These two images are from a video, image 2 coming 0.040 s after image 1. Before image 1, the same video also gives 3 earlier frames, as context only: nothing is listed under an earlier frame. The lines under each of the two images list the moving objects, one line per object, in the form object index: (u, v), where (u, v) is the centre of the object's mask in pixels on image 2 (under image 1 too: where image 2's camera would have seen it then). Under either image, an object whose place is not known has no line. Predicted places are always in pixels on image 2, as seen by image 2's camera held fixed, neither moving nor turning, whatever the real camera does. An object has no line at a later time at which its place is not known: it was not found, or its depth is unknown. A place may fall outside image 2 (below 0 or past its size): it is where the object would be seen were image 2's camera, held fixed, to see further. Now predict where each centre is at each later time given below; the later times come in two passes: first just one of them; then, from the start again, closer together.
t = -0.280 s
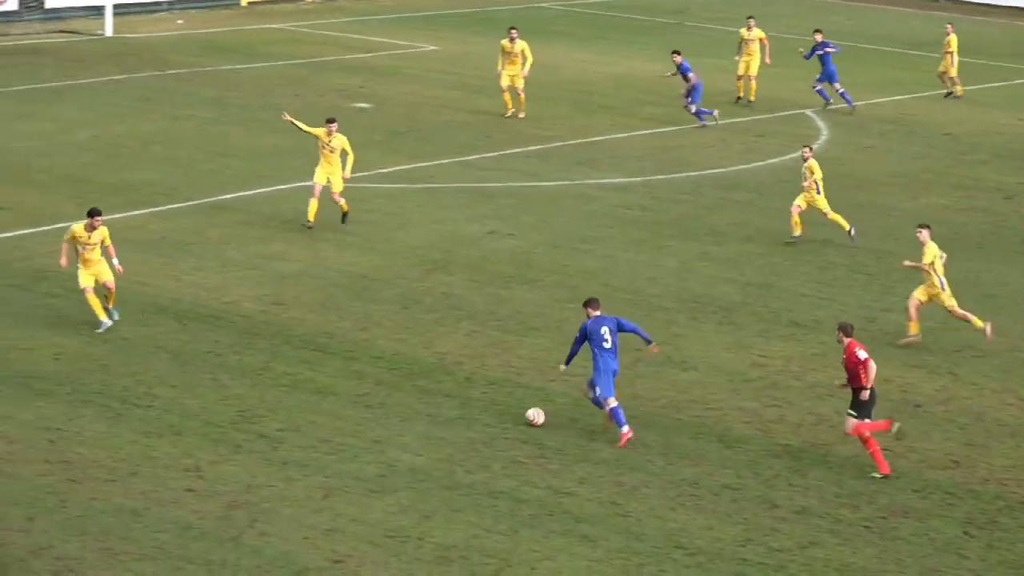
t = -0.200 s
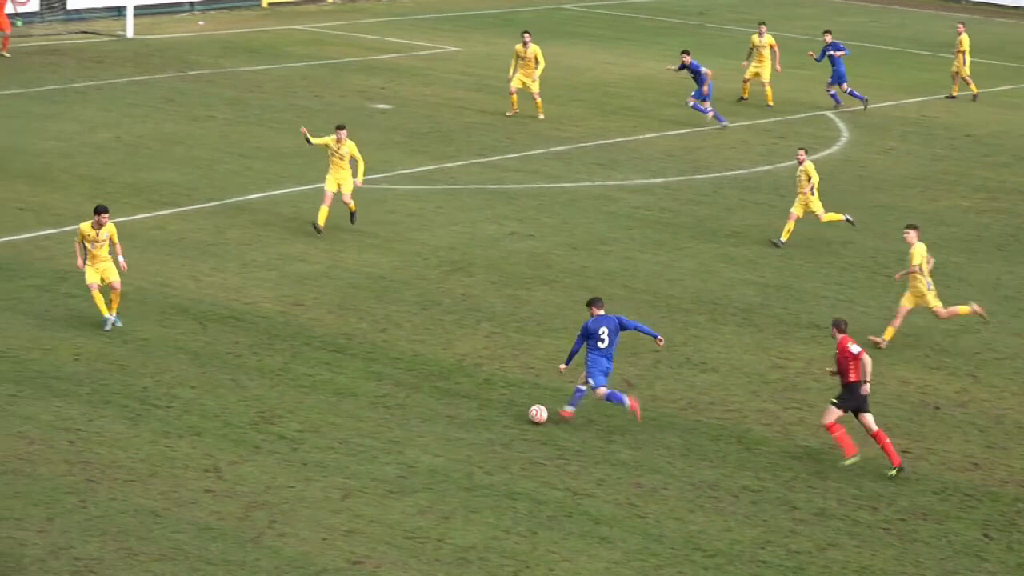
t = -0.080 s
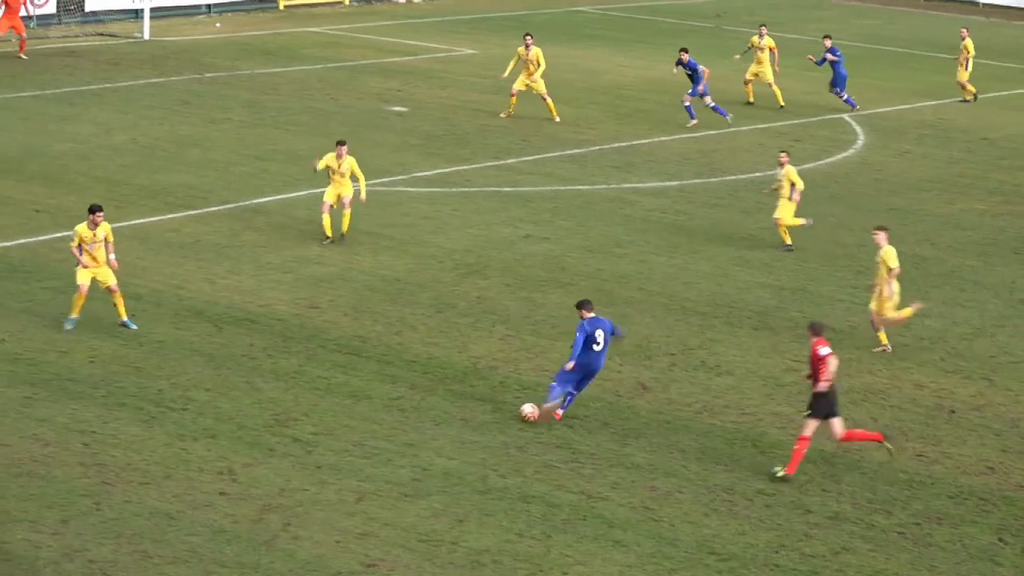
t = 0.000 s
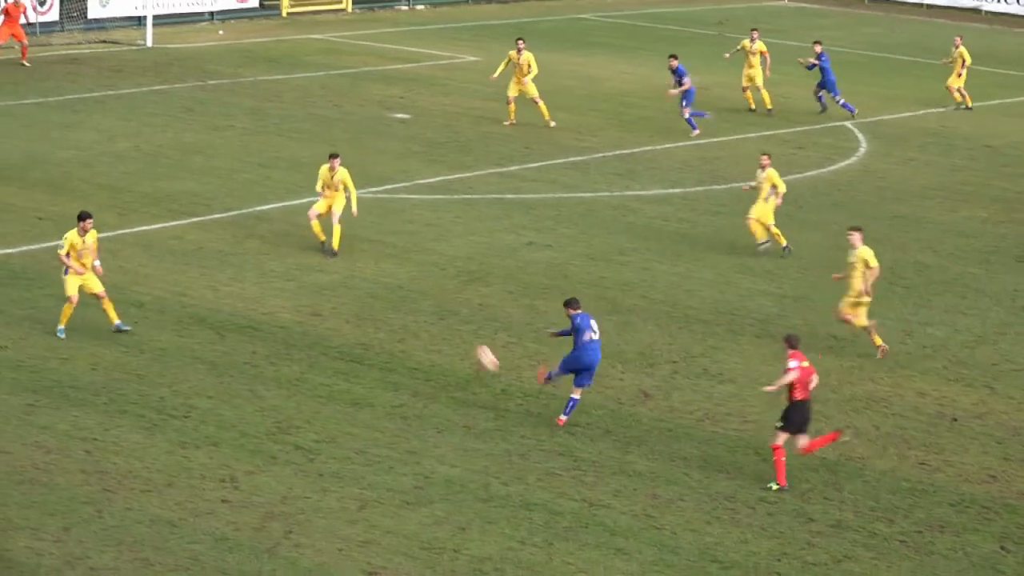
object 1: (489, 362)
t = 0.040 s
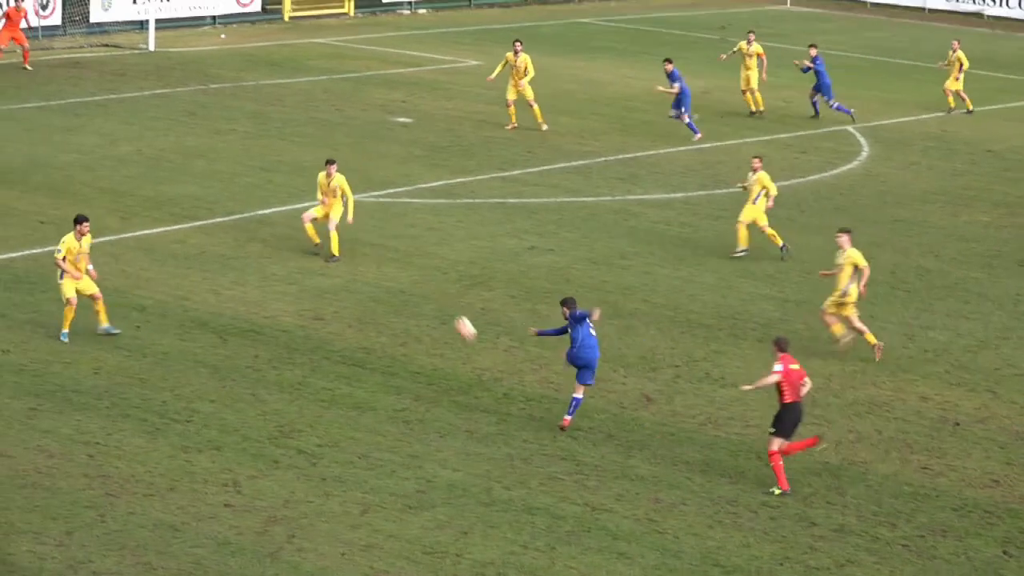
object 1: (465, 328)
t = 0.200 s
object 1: (383, 215)
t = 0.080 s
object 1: (443, 297)
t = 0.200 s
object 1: (383, 215)
